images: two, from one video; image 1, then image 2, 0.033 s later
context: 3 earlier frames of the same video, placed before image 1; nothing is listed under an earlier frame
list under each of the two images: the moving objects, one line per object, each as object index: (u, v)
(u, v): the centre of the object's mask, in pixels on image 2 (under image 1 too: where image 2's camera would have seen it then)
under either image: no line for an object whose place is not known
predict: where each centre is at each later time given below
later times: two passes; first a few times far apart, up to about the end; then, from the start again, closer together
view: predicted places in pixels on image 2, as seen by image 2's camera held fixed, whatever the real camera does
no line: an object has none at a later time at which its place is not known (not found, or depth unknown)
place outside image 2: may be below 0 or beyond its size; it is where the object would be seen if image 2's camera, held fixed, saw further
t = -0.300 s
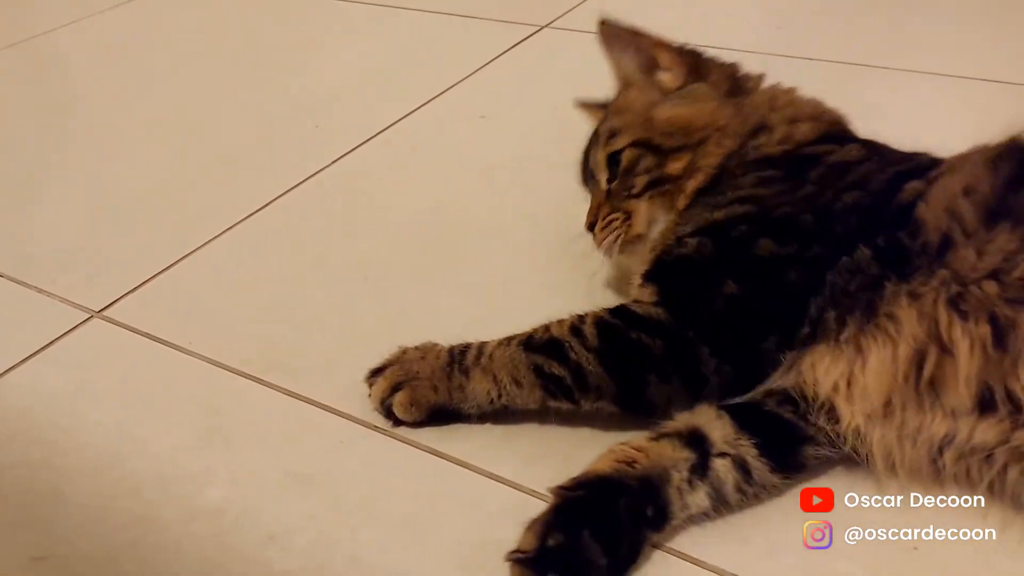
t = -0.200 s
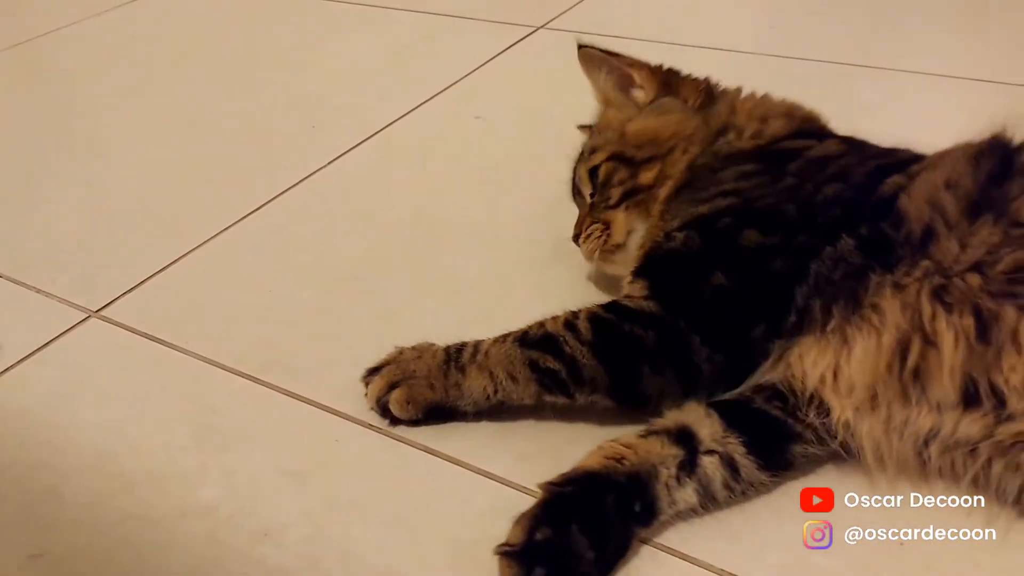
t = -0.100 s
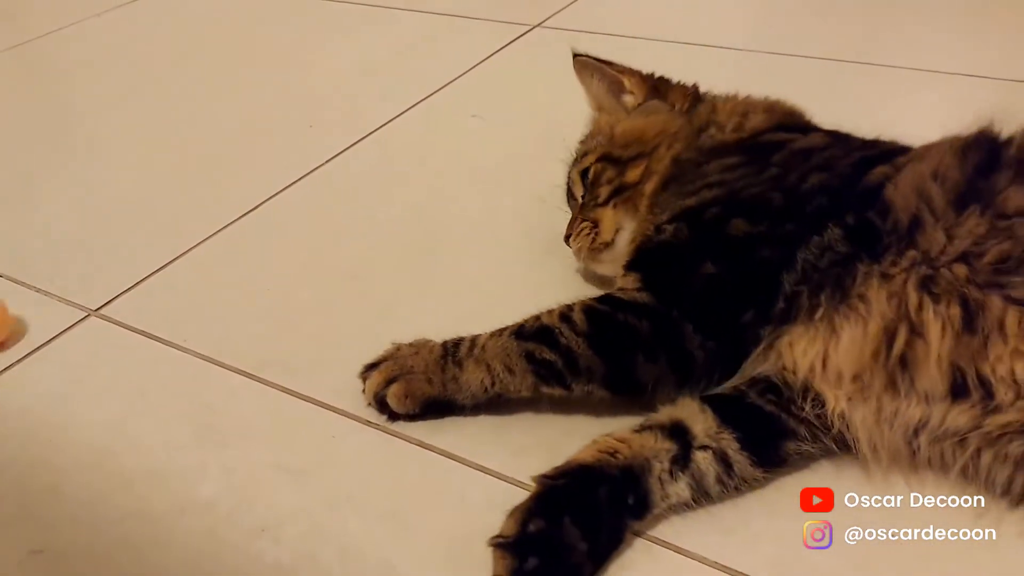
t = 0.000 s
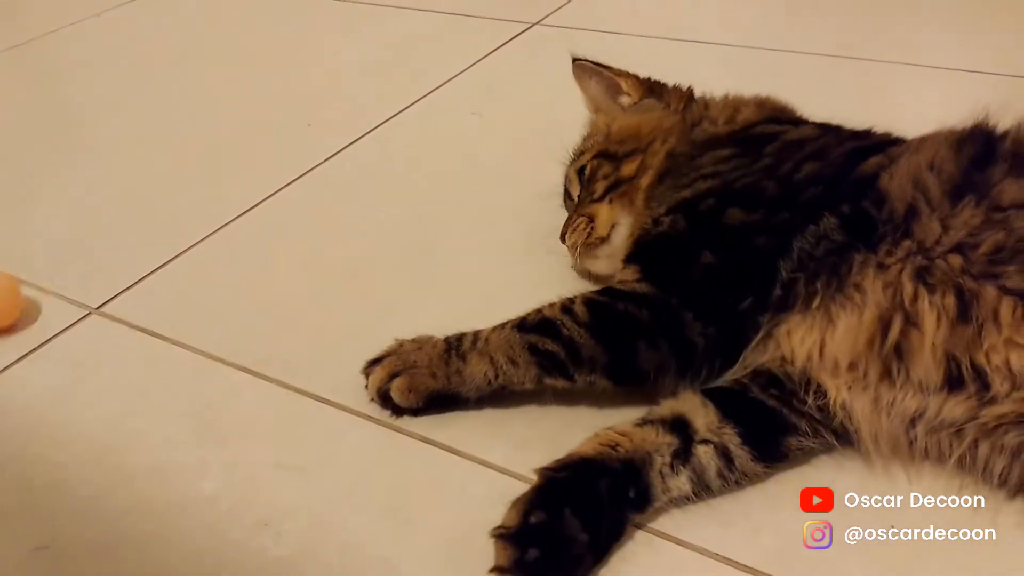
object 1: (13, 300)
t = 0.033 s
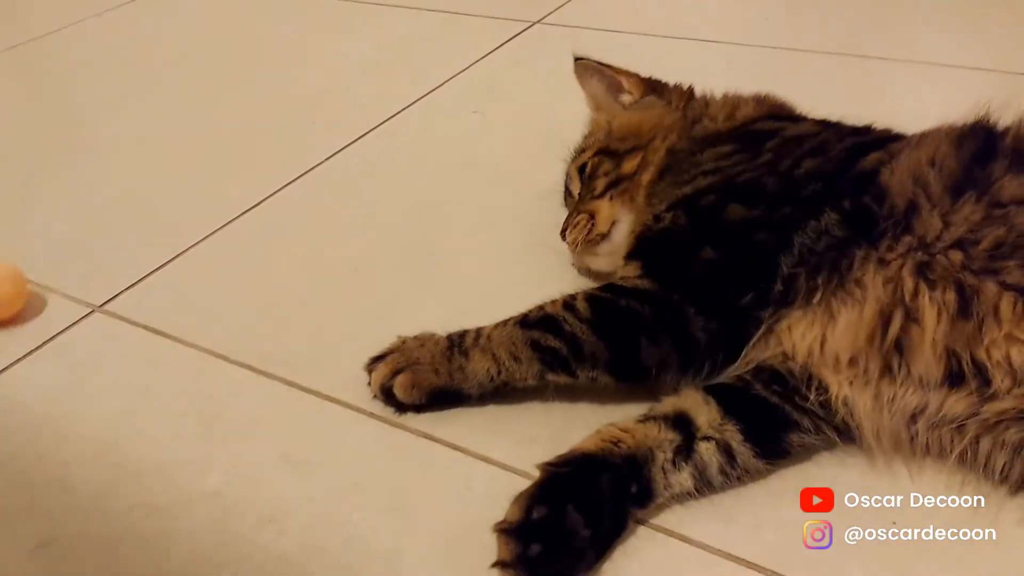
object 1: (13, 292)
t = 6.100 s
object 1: (163, 32)
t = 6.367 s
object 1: (165, 35)
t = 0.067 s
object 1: (11, 284)
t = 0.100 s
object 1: (9, 275)
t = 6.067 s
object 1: (164, 32)
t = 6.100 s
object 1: (163, 32)
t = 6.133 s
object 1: (162, 32)
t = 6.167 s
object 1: (162, 33)
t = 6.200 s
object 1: (161, 34)
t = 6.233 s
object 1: (161, 35)
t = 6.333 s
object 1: (163, 35)
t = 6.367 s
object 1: (165, 35)
